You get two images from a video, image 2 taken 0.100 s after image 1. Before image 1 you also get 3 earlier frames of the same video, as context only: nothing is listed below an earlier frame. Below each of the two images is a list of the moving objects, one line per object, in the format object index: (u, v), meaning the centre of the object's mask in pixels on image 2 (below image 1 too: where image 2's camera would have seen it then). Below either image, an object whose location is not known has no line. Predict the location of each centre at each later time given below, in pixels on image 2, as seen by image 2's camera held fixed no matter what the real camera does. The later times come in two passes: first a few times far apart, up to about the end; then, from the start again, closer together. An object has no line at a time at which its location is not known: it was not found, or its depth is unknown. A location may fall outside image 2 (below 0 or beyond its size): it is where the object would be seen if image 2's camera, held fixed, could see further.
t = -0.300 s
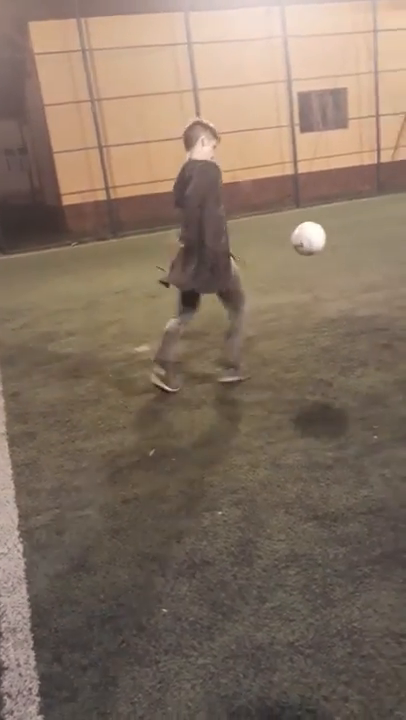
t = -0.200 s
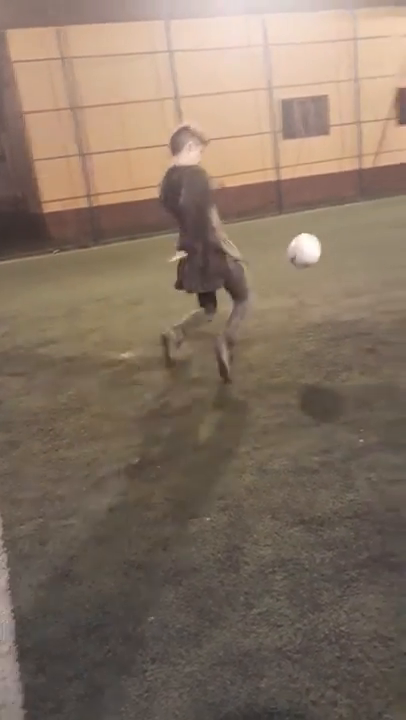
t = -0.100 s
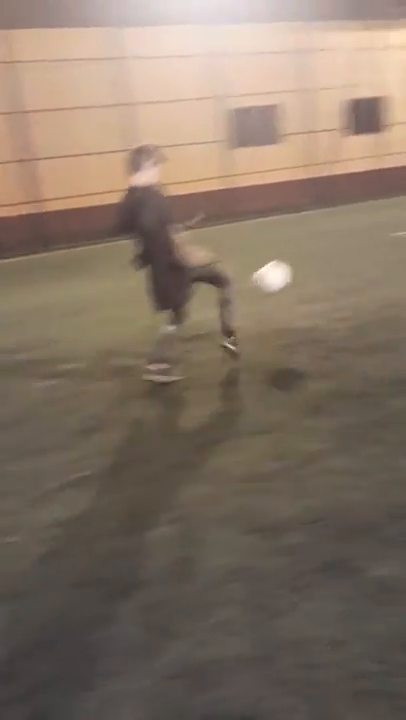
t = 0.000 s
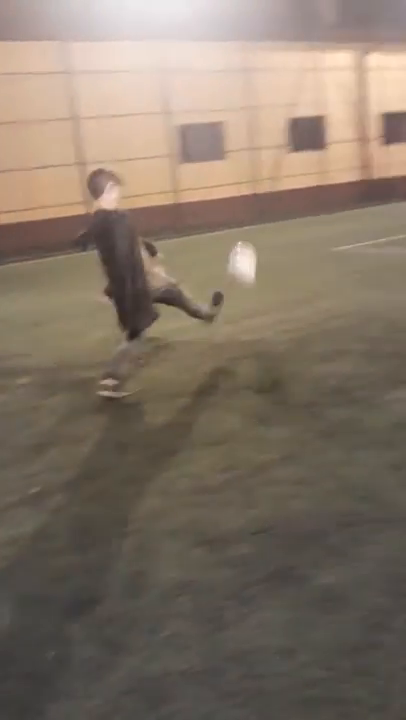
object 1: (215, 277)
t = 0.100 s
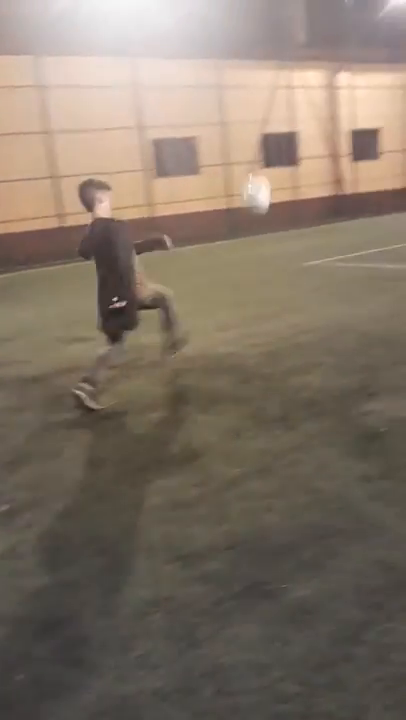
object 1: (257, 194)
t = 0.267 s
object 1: (319, 89)
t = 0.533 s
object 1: (409, 12)
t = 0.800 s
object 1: (486, 21)
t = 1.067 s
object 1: (540, 96)
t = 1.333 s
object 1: (577, 212)
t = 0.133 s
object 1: (269, 166)
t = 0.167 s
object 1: (281, 148)
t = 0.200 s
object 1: (294, 123)
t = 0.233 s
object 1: (307, 105)
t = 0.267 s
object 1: (319, 89)
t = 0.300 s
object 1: (332, 72)
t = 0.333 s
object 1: (343, 60)
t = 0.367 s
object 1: (354, 48)
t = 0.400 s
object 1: (365, 38)
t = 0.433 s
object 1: (376, 29)
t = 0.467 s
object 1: (388, 22)
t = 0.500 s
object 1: (398, 16)
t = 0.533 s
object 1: (409, 12)
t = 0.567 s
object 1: (420, 8)
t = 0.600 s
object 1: (429, 7)
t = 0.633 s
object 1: (438, 6)
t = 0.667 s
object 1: (448, 7)
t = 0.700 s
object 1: (458, 8)
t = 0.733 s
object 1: (467, 11)
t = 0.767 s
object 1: (476, 15)
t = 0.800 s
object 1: (486, 21)
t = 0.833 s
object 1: (494, 28)
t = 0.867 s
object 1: (501, 35)
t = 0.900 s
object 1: (508, 44)
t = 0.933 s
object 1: (516, 52)
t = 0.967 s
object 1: (523, 61)
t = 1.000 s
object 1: (529, 74)
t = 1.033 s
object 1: (534, 85)
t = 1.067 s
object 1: (540, 96)
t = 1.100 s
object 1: (547, 109)
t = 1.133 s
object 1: (552, 121)
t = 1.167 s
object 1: (557, 134)
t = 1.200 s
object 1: (563, 147)
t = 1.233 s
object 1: (571, 163)
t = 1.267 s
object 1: (574, 178)
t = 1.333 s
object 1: (577, 212)
